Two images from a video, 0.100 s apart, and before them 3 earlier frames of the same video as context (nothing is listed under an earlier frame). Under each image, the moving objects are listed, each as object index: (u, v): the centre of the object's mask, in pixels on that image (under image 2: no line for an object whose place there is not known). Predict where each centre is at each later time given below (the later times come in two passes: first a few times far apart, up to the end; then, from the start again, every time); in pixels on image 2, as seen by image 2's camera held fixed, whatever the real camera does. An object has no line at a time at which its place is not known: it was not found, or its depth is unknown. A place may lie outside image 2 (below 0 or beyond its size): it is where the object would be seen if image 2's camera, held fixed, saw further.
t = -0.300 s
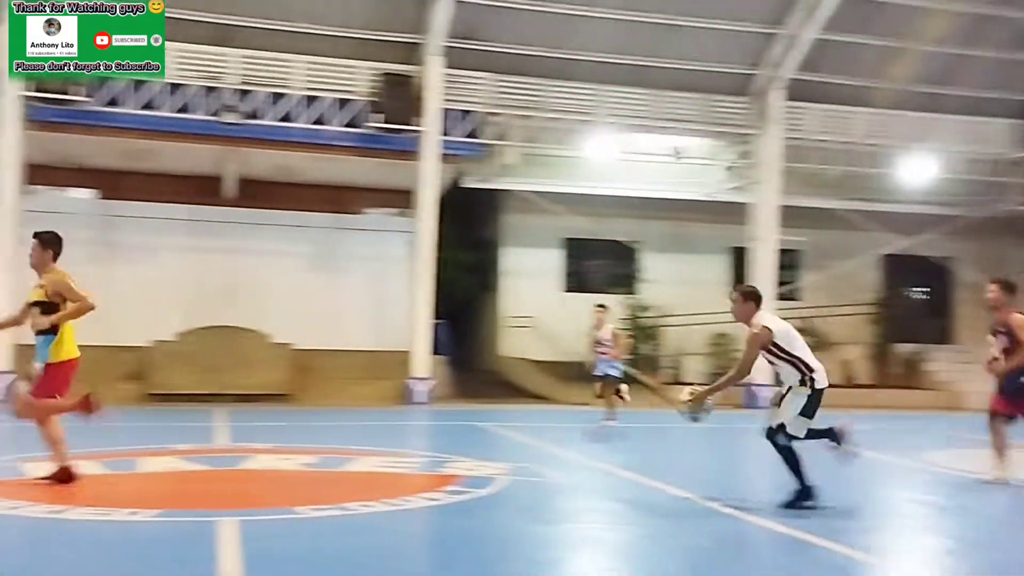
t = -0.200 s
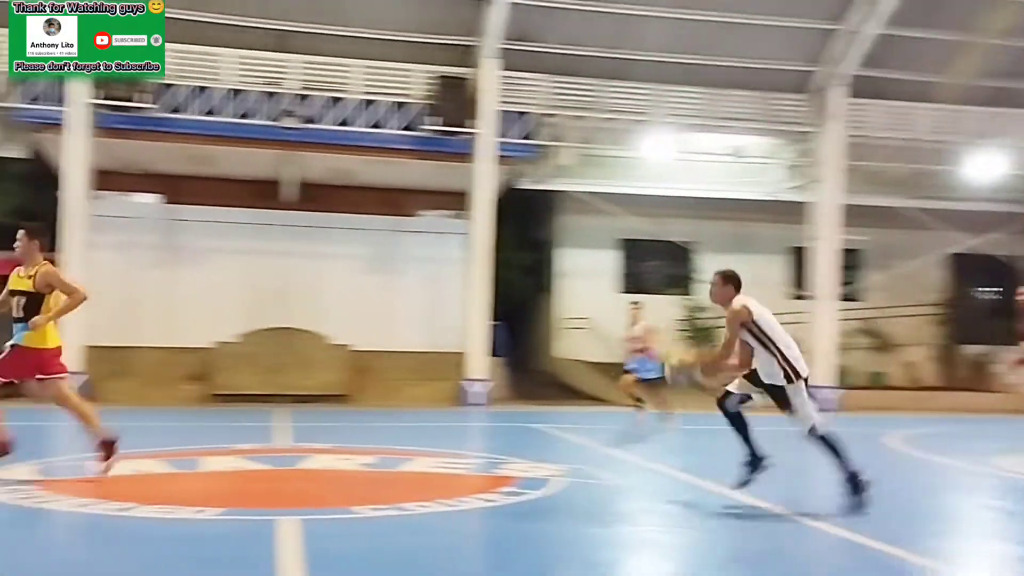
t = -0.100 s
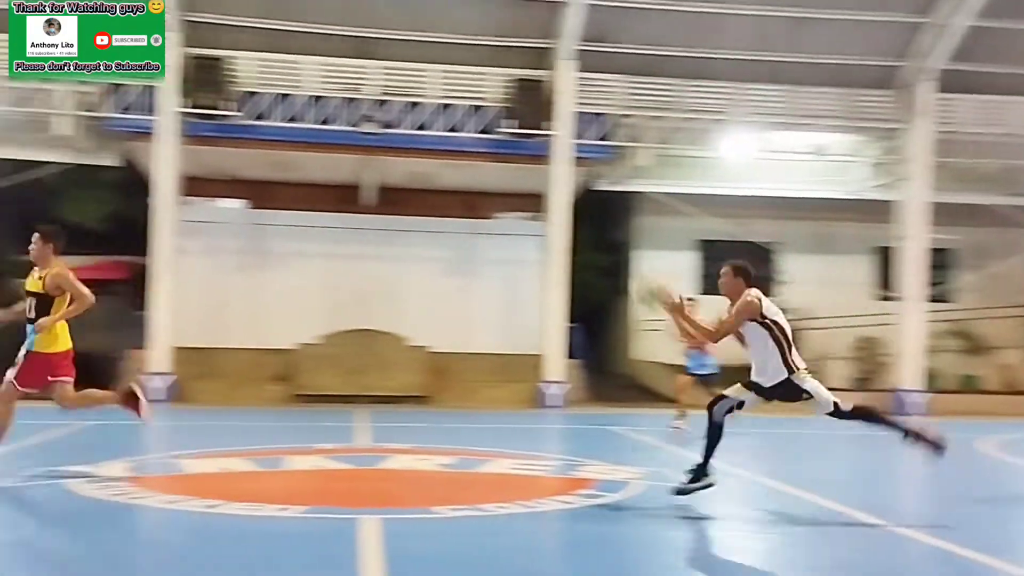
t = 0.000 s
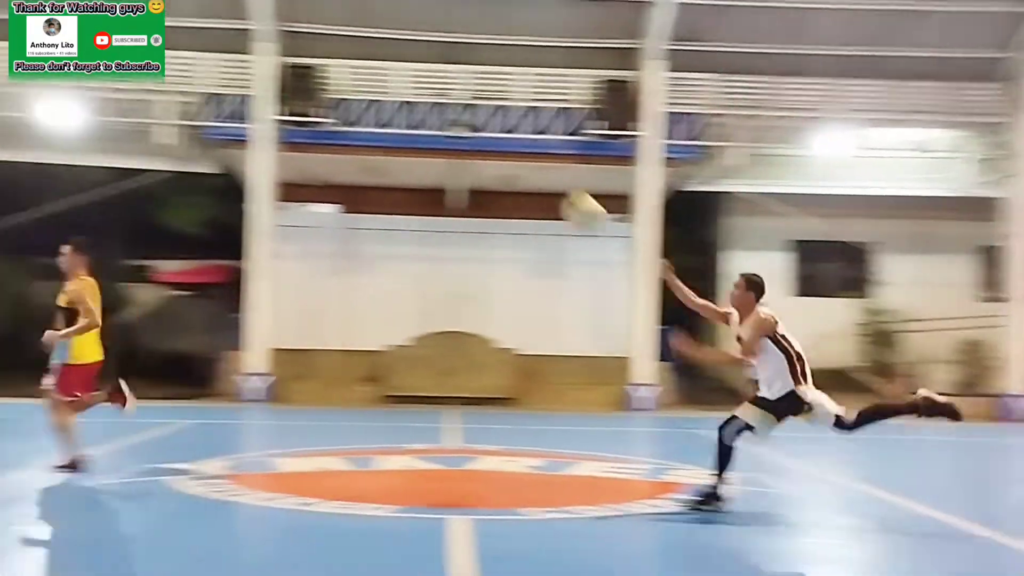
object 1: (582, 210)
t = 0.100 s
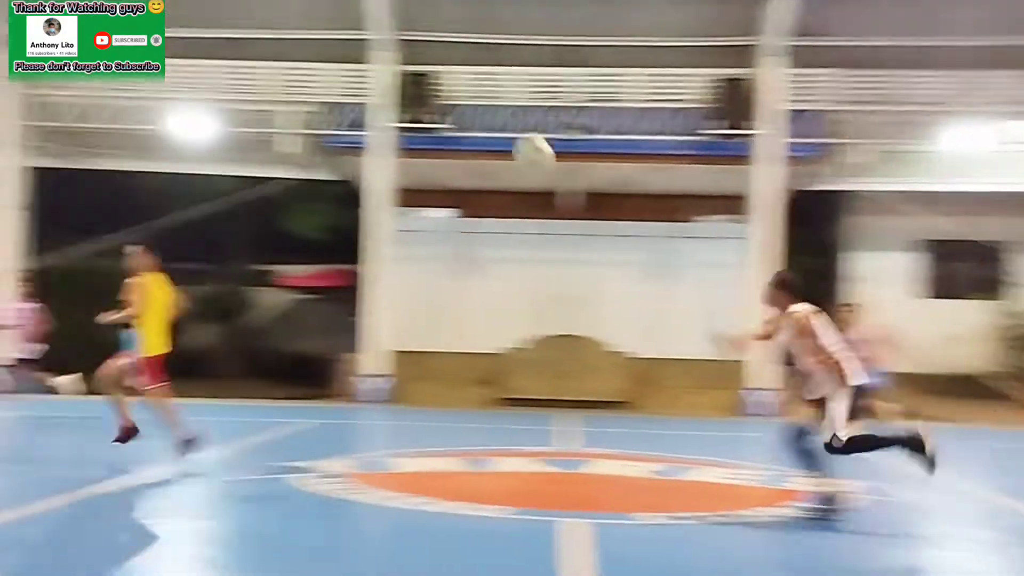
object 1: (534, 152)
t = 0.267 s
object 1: (278, 88)
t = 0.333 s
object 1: (179, 70)
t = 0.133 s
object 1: (481, 138)
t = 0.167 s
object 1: (427, 122)
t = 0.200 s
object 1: (375, 110)
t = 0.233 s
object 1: (323, 97)
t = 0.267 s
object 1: (278, 88)
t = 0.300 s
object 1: (229, 78)
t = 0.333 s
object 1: (179, 70)
